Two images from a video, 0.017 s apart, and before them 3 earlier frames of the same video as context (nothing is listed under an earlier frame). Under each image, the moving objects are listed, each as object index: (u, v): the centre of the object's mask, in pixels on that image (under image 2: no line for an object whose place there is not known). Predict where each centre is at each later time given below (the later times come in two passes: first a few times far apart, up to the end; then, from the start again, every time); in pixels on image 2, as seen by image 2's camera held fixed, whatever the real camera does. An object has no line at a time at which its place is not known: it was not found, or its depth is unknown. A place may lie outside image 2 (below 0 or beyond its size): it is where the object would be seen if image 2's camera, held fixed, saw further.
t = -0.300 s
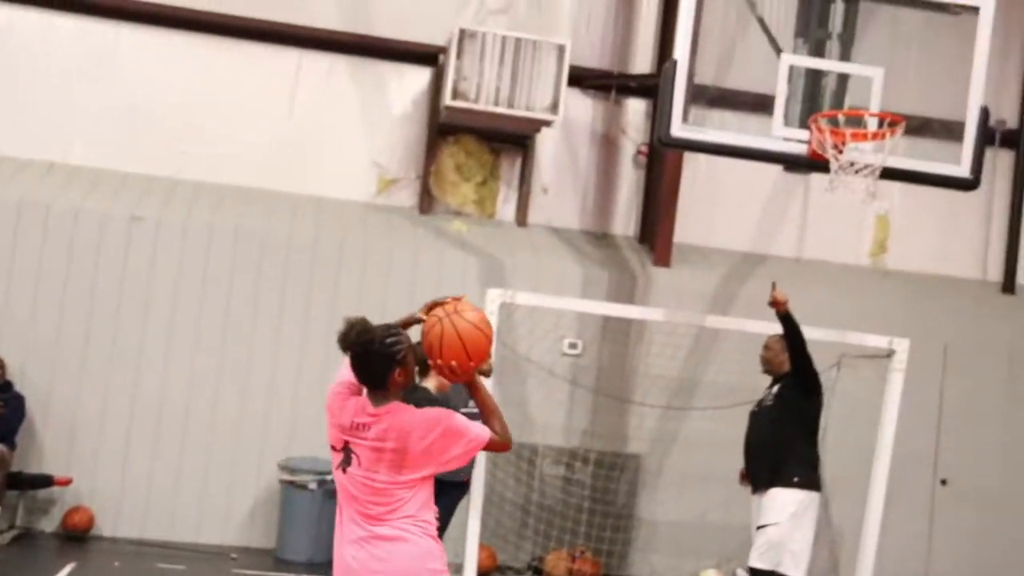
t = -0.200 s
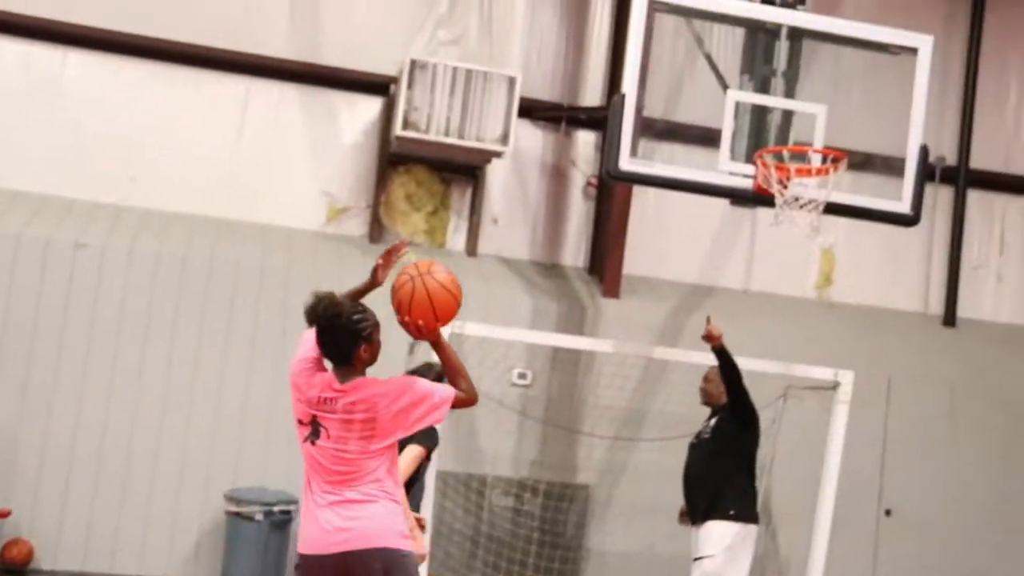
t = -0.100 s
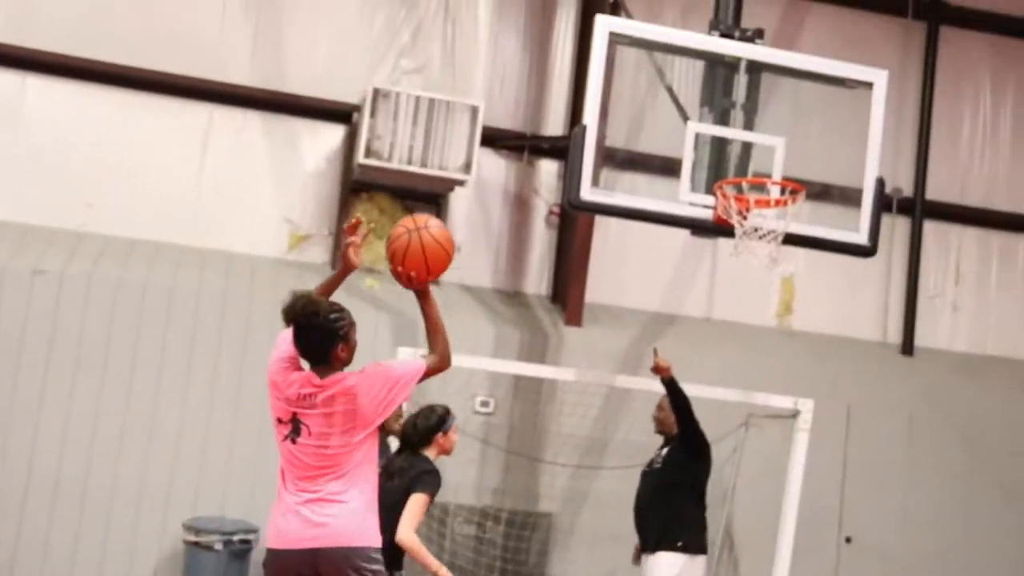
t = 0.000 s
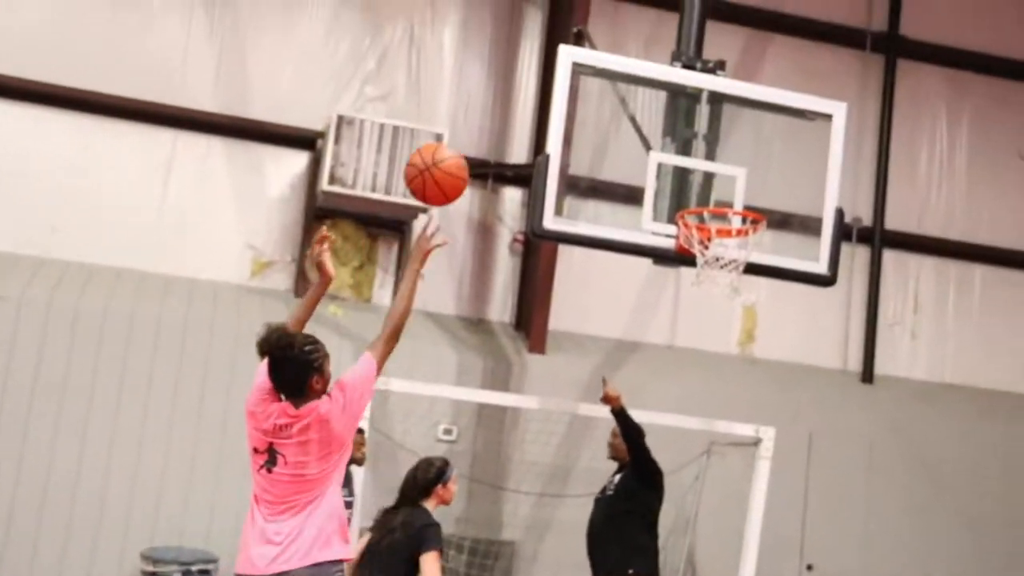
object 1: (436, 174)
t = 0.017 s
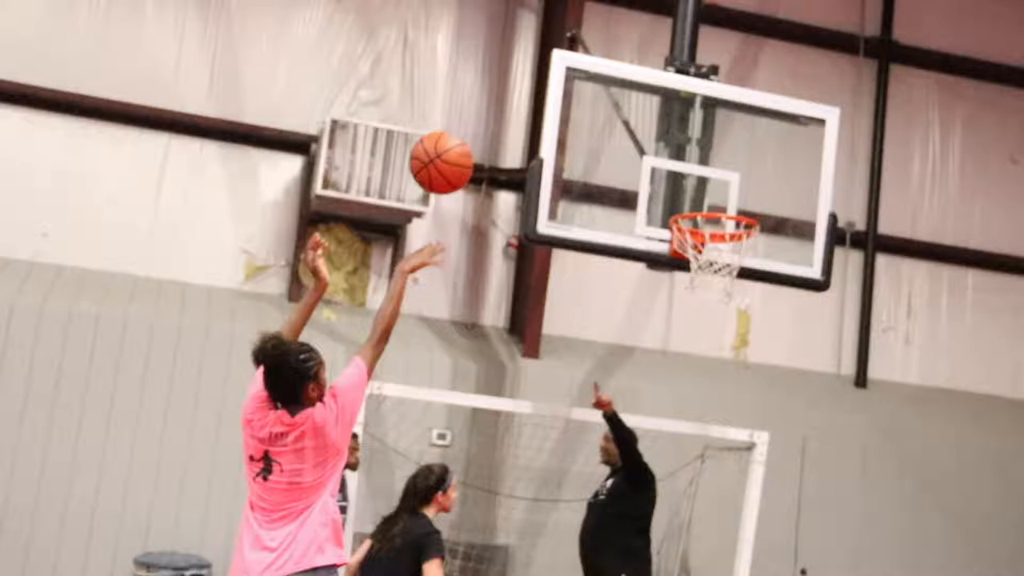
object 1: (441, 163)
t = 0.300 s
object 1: (580, 33)
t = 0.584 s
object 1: (666, 82)
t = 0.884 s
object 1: (720, 263)
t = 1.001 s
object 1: (714, 305)
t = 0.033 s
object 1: (451, 149)
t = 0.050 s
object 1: (461, 135)
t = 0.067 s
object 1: (470, 121)
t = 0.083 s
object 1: (480, 110)
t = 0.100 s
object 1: (489, 99)
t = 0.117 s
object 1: (498, 90)
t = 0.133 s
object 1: (507, 81)
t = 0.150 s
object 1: (515, 73)
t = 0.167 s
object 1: (523, 65)
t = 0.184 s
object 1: (532, 59)
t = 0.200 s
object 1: (539, 53)
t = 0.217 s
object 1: (547, 48)
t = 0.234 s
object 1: (554, 43)
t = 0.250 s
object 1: (562, 40)
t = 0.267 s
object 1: (567, 37)
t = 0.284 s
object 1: (574, 35)
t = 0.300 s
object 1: (580, 33)
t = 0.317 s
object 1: (586, 32)
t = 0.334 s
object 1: (592, 32)
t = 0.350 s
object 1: (598, 31)
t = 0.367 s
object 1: (604, 31)
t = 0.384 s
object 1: (610, 33)
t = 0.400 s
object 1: (616, 34)
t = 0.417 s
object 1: (621, 36)
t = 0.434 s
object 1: (625, 39)
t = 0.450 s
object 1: (631, 42)
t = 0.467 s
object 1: (636, 45)
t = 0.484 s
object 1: (641, 49)
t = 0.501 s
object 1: (645, 53)
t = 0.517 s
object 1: (649, 58)
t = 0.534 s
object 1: (654, 63)
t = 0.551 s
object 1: (658, 69)
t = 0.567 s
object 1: (662, 75)
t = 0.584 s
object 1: (666, 82)
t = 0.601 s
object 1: (670, 89)
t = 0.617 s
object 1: (674, 97)
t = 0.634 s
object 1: (678, 105)
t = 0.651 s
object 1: (681, 114)
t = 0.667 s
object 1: (685, 122)
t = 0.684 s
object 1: (688, 131)
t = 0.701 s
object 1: (692, 141)
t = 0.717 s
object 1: (695, 151)
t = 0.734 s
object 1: (698, 161)
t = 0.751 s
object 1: (701, 172)
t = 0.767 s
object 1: (704, 183)
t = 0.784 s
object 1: (707, 195)
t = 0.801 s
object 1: (710, 203)
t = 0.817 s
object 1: (713, 218)
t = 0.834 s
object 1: (717, 231)
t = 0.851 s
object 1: (718, 243)
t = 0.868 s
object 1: (719, 255)
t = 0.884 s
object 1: (720, 263)
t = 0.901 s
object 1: (718, 270)
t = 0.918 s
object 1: (718, 275)
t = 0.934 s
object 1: (719, 280)
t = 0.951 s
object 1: (718, 286)
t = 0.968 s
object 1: (716, 291)
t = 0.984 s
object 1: (715, 298)
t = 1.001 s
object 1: (714, 305)
